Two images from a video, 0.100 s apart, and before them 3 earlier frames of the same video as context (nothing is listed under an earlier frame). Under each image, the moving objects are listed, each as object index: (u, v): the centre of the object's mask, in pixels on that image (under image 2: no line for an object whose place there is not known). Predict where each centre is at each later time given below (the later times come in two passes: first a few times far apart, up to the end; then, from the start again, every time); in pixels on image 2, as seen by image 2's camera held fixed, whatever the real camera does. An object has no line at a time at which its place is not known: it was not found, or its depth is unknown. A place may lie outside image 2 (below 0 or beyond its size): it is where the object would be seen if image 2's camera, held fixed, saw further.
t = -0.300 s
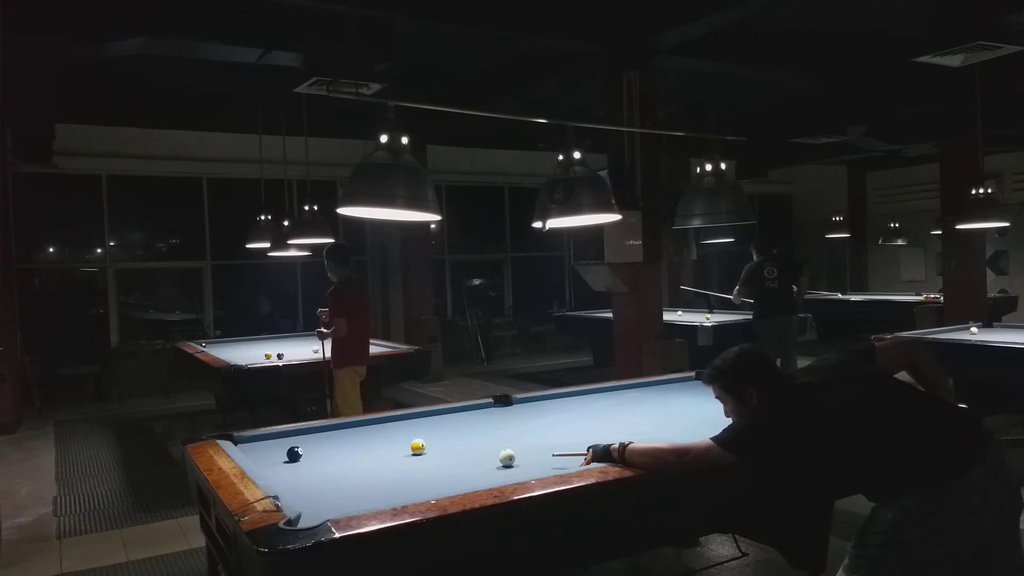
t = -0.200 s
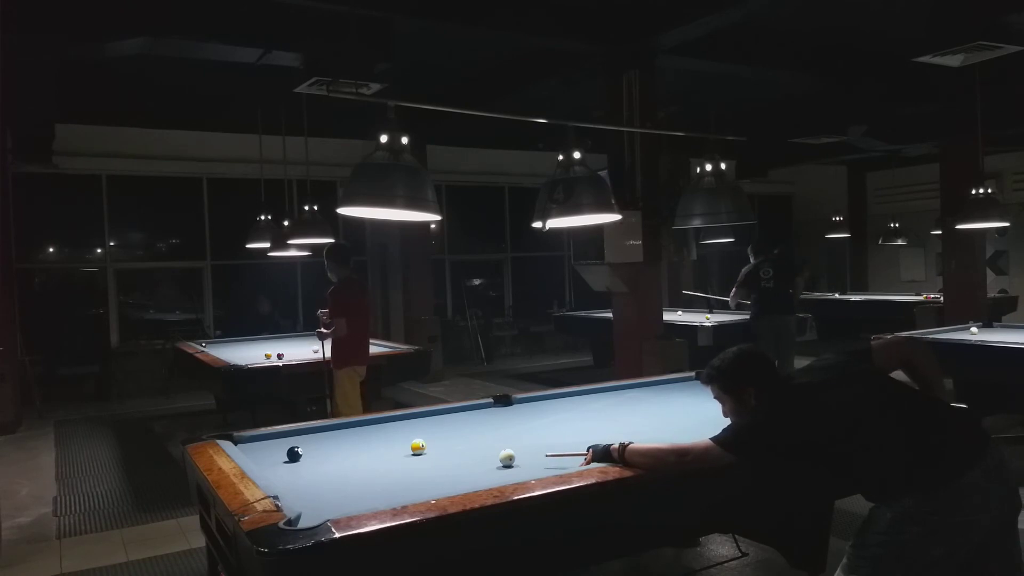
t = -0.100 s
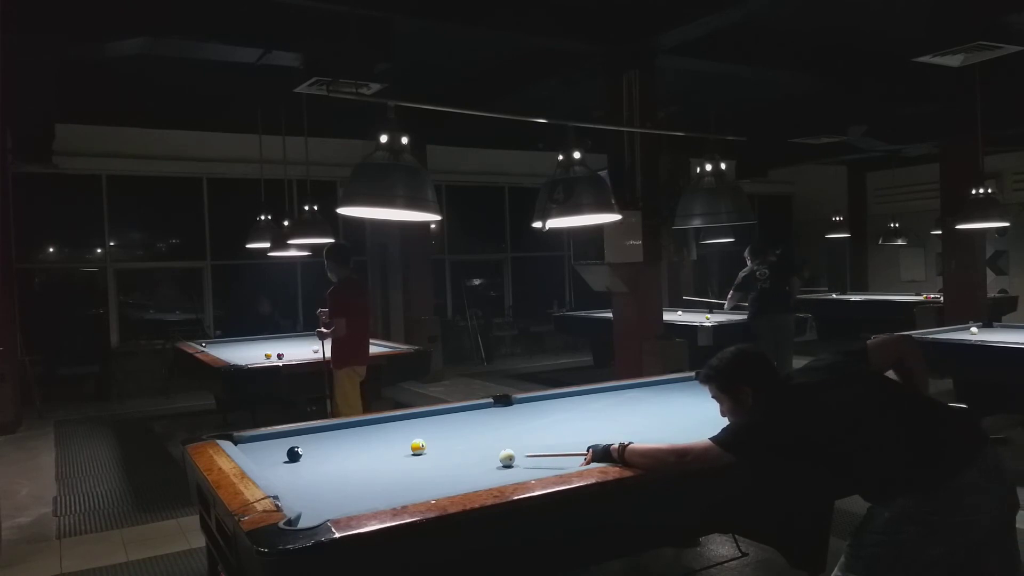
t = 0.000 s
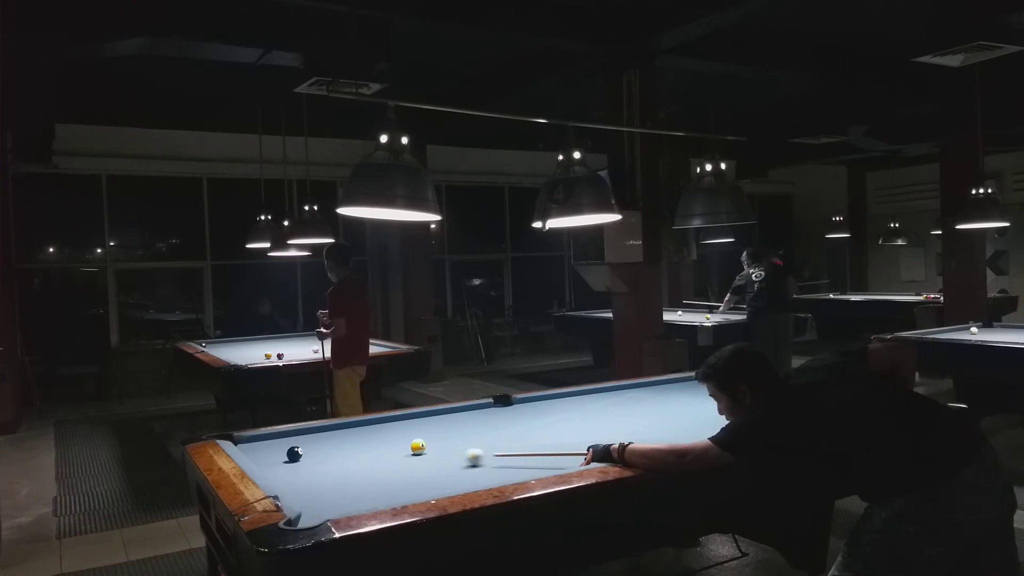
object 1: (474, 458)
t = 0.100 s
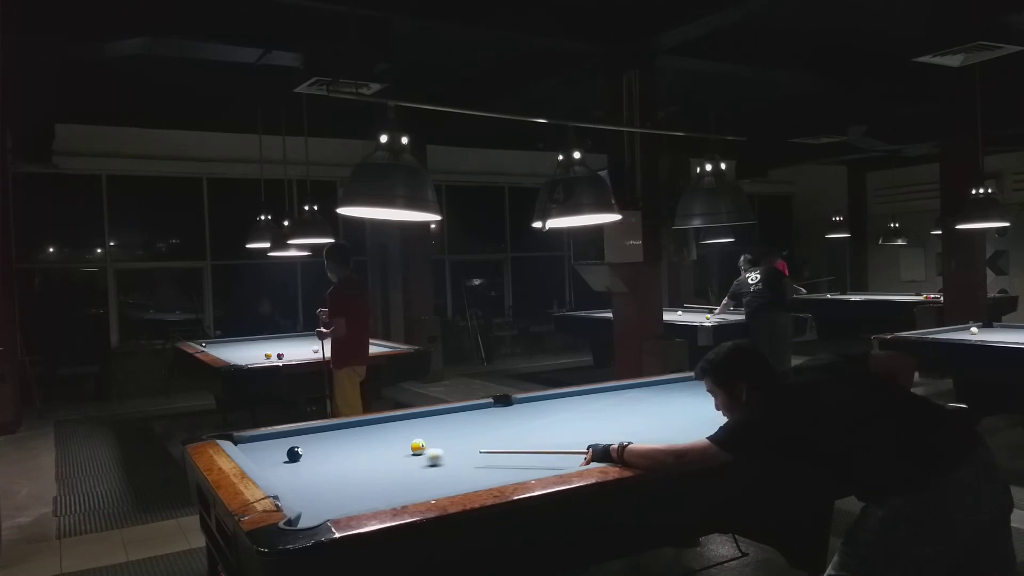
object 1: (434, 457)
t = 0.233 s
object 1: (384, 457)
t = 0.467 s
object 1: (301, 456)
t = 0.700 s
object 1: (263, 461)
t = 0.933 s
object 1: (290, 457)
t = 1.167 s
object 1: (315, 452)
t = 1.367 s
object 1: (334, 449)
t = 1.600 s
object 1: (355, 445)
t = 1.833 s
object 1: (374, 442)
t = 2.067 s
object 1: (391, 439)
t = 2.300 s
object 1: (406, 436)
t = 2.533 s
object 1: (420, 433)
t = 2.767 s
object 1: (432, 431)
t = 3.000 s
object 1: (443, 430)
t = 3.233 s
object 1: (452, 428)
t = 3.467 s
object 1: (461, 427)
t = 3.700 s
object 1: (468, 426)
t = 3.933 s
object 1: (474, 425)
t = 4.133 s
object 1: (478, 424)
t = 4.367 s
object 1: (483, 423)
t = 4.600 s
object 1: (486, 422)
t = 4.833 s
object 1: (488, 422)
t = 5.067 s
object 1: (490, 422)
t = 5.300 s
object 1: (491, 422)
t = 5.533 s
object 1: (491, 422)
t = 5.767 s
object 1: (491, 422)
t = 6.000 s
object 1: (491, 422)
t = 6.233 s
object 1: (491, 422)
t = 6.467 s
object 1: (491, 422)
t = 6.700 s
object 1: (491, 422)
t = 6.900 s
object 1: (491, 422)
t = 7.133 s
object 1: (491, 422)
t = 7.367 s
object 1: (491, 422)
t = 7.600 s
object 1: (491, 422)
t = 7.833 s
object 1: (491, 422)
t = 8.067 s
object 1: (491, 422)
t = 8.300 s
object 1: (491, 422)
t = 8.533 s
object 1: (491, 422)
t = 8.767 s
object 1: (491, 422)
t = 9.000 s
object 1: (491, 422)
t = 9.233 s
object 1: (491, 422)
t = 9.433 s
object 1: (491, 422)
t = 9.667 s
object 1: (491, 422)
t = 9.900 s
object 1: (491, 422)
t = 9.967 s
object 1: (491, 422)
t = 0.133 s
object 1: (422, 457)
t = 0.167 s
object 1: (409, 457)
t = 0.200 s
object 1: (396, 457)
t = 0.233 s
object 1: (384, 457)
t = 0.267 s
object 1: (371, 457)
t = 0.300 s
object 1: (359, 457)
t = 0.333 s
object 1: (347, 457)
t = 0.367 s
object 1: (335, 456)
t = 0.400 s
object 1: (324, 456)
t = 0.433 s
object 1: (311, 456)
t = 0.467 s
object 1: (301, 456)
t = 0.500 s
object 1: (294, 457)
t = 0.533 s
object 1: (288, 458)
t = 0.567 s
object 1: (281, 460)
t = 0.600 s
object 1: (273, 461)
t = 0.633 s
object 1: (265, 461)
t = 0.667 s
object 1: (260, 461)
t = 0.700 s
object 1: (263, 461)
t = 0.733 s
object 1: (267, 461)
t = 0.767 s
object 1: (271, 460)
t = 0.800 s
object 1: (275, 459)
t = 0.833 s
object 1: (279, 459)
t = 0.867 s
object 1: (282, 458)
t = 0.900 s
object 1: (286, 457)
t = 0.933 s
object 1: (290, 457)
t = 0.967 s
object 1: (294, 456)
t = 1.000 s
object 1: (297, 455)
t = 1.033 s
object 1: (301, 455)
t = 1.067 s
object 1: (304, 454)
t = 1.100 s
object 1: (308, 453)
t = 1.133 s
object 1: (311, 453)
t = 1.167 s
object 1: (315, 452)
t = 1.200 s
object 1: (318, 452)
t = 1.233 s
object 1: (321, 451)
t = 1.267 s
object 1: (325, 450)
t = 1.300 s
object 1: (328, 450)
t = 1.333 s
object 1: (331, 449)
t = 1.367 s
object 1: (334, 449)
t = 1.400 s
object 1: (337, 448)
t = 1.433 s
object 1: (340, 447)
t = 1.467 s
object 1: (343, 447)
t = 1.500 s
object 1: (346, 446)
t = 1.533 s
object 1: (349, 446)
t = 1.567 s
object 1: (352, 445)
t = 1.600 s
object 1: (355, 445)
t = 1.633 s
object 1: (358, 444)
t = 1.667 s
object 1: (361, 444)
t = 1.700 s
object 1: (363, 443)
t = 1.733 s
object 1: (366, 443)
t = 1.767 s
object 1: (368, 443)
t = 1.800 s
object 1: (371, 442)
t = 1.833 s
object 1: (374, 442)
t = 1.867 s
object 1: (376, 441)
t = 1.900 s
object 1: (379, 441)
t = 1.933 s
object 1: (381, 440)
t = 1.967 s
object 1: (384, 440)
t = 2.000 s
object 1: (386, 439)
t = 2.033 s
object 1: (388, 439)
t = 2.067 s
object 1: (391, 439)
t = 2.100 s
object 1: (393, 438)
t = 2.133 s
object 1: (395, 438)
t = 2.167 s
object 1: (397, 437)
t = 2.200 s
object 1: (400, 437)
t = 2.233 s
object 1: (402, 437)
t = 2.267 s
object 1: (404, 436)
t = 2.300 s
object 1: (406, 436)
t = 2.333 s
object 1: (408, 435)
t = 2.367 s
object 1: (409, 435)
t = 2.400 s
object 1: (412, 434)
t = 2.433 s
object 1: (413, 434)
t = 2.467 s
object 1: (415, 433)
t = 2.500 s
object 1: (418, 433)
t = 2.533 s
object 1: (420, 433)
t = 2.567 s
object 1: (422, 433)
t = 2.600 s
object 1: (424, 433)
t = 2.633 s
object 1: (425, 433)
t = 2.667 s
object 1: (427, 432)
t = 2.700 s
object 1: (429, 432)
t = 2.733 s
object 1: (430, 432)
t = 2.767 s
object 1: (432, 431)
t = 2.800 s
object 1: (434, 431)
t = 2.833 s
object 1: (435, 431)
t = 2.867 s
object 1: (437, 431)
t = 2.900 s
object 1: (439, 430)
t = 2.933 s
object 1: (440, 430)
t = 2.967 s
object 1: (442, 430)
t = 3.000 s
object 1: (443, 430)
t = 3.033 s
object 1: (444, 429)
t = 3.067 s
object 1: (446, 429)
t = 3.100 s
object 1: (447, 429)
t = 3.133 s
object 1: (448, 429)
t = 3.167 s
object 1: (449, 429)
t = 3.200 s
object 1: (451, 428)
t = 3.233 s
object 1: (452, 428)
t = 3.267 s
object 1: (453, 428)
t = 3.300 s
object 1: (455, 428)
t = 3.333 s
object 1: (456, 427)
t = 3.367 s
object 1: (457, 427)
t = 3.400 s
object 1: (458, 427)
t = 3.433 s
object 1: (459, 427)
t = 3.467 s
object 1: (461, 427)
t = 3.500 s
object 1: (462, 426)
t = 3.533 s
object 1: (463, 426)
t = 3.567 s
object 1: (464, 426)
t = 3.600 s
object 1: (465, 426)
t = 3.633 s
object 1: (466, 426)
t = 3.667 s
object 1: (467, 426)
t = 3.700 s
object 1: (468, 426)
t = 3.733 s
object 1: (469, 425)
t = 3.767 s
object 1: (470, 425)
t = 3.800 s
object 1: (471, 425)
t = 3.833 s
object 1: (471, 425)
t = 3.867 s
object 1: (472, 425)
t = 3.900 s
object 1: (473, 425)
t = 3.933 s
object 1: (474, 425)
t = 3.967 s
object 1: (475, 425)
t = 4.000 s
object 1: (476, 424)
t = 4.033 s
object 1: (476, 424)
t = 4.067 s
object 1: (477, 424)
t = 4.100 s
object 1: (478, 424)
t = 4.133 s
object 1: (478, 424)
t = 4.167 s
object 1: (479, 424)
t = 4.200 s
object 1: (480, 424)
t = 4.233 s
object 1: (480, 423)
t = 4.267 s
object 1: (481, 423)
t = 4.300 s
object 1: (481, 423)
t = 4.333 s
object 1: (482, 423)
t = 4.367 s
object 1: (483, 423)
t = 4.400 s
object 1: (483, 423)
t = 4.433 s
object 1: (484, 423)
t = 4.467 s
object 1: (484, 423)
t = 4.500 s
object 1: (485, 423)
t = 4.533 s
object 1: (485, 423)
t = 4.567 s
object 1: (486, 422)
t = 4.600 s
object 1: (486, 422)
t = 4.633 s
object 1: (487, 422)
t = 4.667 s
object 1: (487, 422)
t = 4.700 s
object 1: (487, 422)
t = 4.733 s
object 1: (488, 422)
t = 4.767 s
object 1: (488, 422)
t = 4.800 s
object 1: (488, 422)
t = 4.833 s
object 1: (488, 422)
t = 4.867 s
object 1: (489, 422)
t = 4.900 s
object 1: (489, 422)
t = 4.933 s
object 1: (489, 422)
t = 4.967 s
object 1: (490, 422)
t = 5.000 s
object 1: (490, 422)
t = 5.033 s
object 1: (490, 422)
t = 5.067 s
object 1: (490, 422)
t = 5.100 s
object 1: (490, 422)
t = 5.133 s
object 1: (490, 422)
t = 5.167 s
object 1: (491, 422)
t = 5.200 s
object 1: (491, 422)
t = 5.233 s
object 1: (491, 422)
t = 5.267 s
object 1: (491, 422)
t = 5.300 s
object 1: (491, 422)
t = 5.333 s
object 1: (491, 422)
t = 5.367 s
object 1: (491, 422)
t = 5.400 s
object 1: (491, 422)
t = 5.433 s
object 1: (491, 422)
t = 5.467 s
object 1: (491, 422)
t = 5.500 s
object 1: (491, 422)
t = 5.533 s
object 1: (491, 422)
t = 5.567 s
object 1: (491, 422)
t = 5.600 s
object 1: (491, 422)
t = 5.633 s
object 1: (491, 422)
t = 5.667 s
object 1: (491, 422)
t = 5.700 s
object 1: (491, 422)
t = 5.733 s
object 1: (491, 422)
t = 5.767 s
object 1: (491, 422)
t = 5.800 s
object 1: (491, 422)
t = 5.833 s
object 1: (491, 422)
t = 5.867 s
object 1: (491, 422)
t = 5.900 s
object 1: (491, 422)
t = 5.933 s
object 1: (491, 422)
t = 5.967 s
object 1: (491, 422)
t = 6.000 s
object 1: (491, 422)
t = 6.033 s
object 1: (491, 422)
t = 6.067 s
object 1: (491, 422)
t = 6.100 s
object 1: (491, 422)
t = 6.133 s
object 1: (491, 422)
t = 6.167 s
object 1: (491, 422)
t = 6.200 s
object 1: (491, 422)
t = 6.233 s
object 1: (491, 422)
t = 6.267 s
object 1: (491, 422)
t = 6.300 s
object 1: (491, 422)
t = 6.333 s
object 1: (491, 422)
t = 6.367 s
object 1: (491, 422)
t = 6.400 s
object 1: (491, 422)
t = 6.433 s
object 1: (491, 422)
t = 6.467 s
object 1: (491, 422)
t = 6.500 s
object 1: (491, 422)
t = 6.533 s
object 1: (491, 422)
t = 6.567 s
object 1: (491, 422)
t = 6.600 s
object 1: (491, 422)
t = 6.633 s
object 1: (491, 422)
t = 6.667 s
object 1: (491, 422)
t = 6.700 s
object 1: (491, 422)
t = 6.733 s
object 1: (491, 422)
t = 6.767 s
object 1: (491, 422)
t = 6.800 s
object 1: (491, 422)
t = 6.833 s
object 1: (491, 422)
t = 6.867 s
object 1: (491, 422)
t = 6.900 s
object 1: (491, 422)
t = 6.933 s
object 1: (491, 422)
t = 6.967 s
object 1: (491, 422)
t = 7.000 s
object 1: (491, 422)
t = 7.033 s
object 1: (491, 422)
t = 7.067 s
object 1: (491, 422)
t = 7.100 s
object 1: (491, 422)
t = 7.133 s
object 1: (491, 422)
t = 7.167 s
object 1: (491, 422)
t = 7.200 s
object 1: (491, 422)
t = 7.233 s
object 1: (491, 422)
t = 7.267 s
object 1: (491, 422)
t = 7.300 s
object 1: (491, 422)
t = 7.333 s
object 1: (491, 422)
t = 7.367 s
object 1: (491, 422)
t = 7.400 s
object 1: (491, 422)
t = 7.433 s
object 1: (491, 422)
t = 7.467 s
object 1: (491, 422)
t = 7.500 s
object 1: (491, 422)
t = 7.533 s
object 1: (491, 422)
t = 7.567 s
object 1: (491, 422)
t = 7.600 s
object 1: (491, 422)
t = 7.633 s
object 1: (491, 422)
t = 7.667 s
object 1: (491, 422)
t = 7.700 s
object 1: (491, 422)
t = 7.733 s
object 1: (491, 422)
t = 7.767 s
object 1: (491, 422)
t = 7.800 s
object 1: (491, 422)
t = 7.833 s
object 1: (491, 422)
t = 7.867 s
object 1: (491, 422)
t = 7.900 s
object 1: (491, 422)
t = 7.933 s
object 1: (491, 422)
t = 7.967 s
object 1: (491, 422)
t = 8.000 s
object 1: (491, 422)
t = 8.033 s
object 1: (491, 422)
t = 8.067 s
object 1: (491, 422)
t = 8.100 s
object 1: (491, 422)
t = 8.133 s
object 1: (491, 422)
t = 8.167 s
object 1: (491, 422)
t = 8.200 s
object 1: (491, 422)
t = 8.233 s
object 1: (491, 422)
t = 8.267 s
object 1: (491, 422)
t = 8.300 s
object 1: (491, 422)
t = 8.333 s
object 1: (491, 422)
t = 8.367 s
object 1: (491, 422)
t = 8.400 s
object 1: (491, 422)
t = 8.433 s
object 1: (491, 422)
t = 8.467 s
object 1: (491, 422)
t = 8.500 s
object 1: (491, 422)
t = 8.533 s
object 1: (491, 422)
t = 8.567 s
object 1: (491, 422)
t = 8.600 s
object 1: (491, 422)
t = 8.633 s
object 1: (491, 422)
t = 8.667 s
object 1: (491, 422)
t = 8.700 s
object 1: (491, 422)
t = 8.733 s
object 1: (491, 422)
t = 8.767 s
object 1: (491, 422)
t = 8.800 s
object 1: (491, 422)
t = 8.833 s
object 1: (491, 422)
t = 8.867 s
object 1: (491, 422)
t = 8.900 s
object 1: (491, 422)
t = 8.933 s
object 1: (491, 422)
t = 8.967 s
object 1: (491, 422)
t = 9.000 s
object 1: (491, 422)
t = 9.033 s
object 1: (491, 422)
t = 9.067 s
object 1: (491, 422)
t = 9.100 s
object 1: (491, 422)
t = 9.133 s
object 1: (491, 422)
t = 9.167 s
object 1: (491, 422)
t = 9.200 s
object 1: (491, 422)
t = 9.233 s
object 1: (491, 422)
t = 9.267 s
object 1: (491, 422)
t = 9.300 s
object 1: (491, 422)
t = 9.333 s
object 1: (491, 422)
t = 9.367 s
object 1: (491, 422)
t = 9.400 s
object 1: (491, 422)
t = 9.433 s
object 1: (491, 422)
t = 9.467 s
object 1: (491, 422)
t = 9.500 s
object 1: (491, 422)
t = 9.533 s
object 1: (491, 422)
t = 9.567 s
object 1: (491, 422)
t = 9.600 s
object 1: (491, 422)
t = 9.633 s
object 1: (491, 422)
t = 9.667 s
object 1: (491, 422)
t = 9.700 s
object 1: (491, 422)
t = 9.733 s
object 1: (491, 422)
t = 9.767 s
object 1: (491, 422)
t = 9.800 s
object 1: (491, 422)
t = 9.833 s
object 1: (491, 422)
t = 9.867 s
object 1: (491, 422)
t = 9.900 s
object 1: (491, 422)
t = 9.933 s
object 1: (491, 422)
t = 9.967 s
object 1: (491, 422)
